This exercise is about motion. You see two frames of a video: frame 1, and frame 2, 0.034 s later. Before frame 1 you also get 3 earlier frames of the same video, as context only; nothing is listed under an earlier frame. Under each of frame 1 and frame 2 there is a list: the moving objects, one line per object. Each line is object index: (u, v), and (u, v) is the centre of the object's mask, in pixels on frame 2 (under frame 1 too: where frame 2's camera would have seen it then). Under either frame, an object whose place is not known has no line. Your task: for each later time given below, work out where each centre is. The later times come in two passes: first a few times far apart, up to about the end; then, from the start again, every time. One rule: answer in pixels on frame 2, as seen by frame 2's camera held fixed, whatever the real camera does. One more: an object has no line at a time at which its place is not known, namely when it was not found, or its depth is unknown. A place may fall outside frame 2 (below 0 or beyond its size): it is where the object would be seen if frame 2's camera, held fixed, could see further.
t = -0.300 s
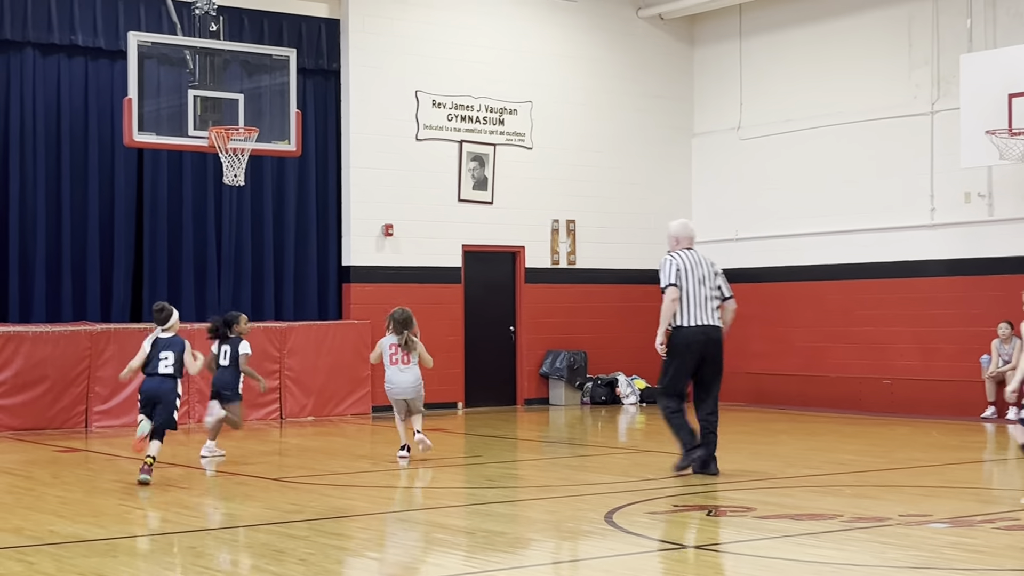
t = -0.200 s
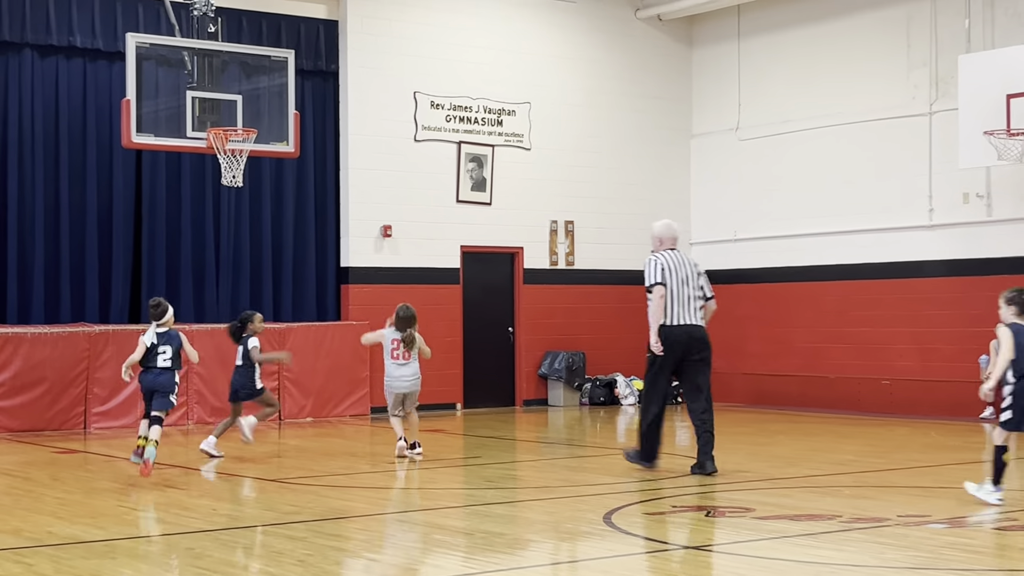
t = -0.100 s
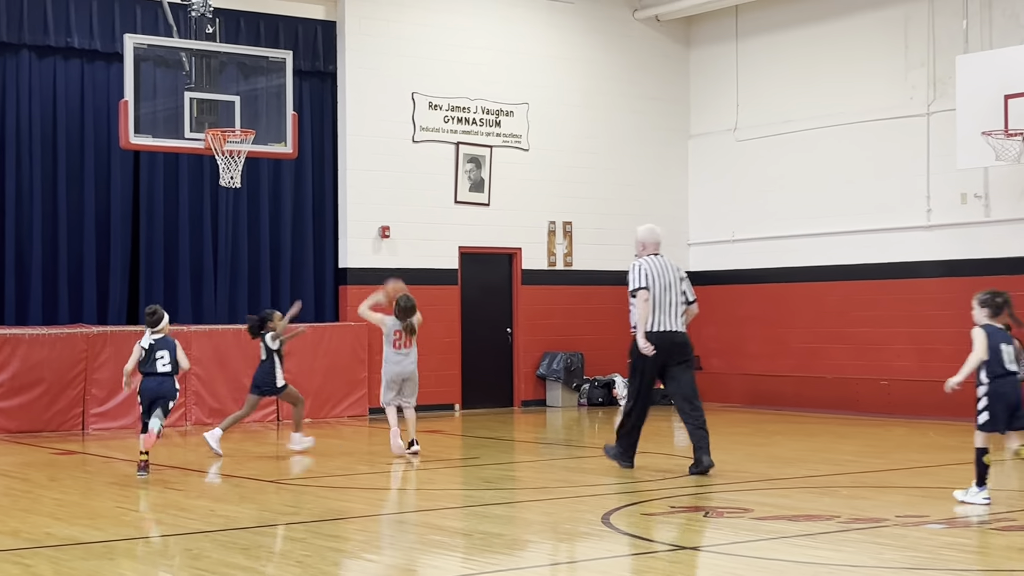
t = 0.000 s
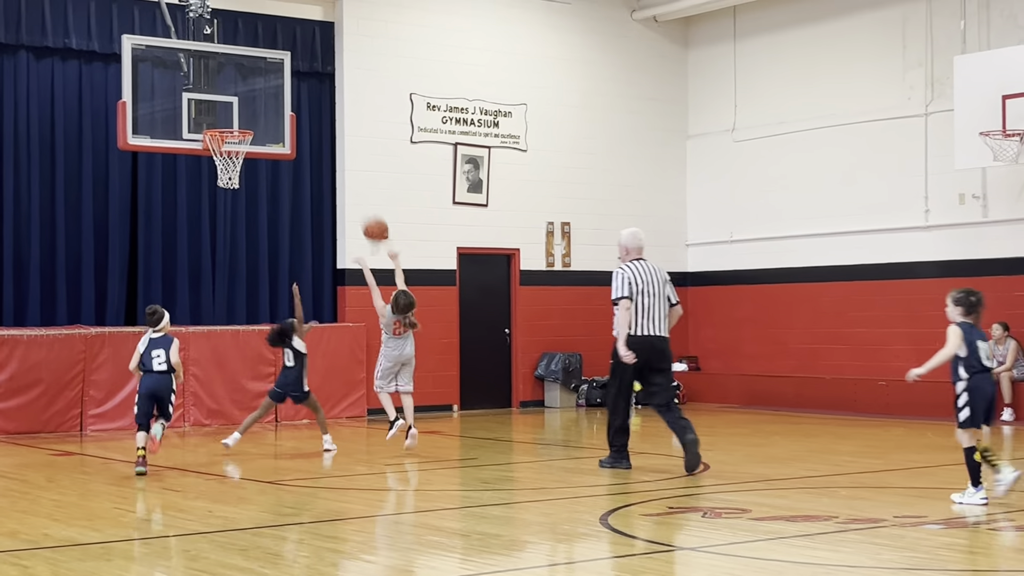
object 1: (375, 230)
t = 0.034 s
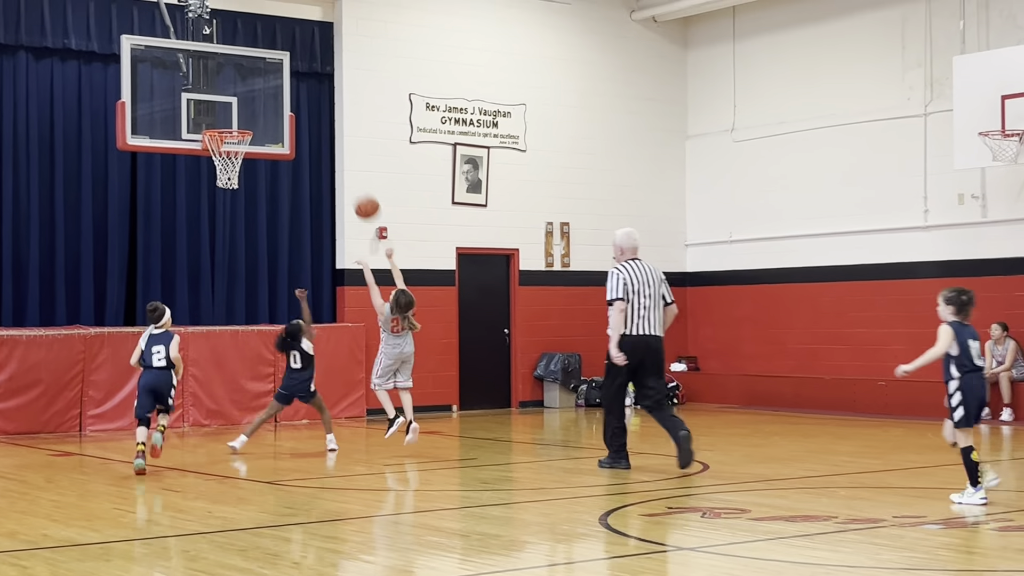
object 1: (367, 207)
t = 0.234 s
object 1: (325, 109)
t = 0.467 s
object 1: (282, 57)
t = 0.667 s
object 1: (247, 59)
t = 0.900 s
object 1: (211, 111)
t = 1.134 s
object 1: (174, 104)
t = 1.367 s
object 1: (156, 116)
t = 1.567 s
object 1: (149, 160)
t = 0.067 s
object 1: (360, 187)
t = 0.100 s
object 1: (353, 169)
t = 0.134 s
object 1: (345, 152)
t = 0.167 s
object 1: (338, 135)
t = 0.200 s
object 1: (331, 121)
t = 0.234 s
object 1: (325, 109)
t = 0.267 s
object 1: (319, 98)
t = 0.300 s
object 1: (313, 88)
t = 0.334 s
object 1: (306, 79)
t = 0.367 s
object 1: (301, 72)
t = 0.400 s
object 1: (294, 66)
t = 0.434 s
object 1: (289, 61)
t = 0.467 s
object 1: (282, 57)
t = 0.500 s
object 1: (276, 54)
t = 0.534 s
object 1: (271, 53)
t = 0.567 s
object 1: (265, 52)
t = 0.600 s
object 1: (259, 53)
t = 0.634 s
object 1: (253, 55)
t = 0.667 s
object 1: (247, 59)
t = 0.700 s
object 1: (242, 63)
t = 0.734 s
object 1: (237, 68)
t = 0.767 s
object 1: (231, 74)
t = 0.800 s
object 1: (226, 82)
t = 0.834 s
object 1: (222, 89)
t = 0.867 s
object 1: (216, 99)
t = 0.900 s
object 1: (211, 111)
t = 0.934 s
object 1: (206, 120)
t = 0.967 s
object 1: (201, 115)
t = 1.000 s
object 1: (196, 111)
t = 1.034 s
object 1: (190, 108)
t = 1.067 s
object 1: (185, 105)
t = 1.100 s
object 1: (179, 104)
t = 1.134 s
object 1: (174, 104)
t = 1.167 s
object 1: (169, 105)
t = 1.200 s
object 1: (164, 107)
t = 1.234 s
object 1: (160, 109)
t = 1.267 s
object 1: (159, 109)
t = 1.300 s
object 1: (158, 110)
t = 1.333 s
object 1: (157, 112)
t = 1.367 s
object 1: (156, 116)
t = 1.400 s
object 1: (154, 120)
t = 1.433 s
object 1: (154, 126)
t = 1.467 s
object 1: (152, 131)
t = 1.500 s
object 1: (152, 138)
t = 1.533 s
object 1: (150, 150)
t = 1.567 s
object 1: (149, 160)
